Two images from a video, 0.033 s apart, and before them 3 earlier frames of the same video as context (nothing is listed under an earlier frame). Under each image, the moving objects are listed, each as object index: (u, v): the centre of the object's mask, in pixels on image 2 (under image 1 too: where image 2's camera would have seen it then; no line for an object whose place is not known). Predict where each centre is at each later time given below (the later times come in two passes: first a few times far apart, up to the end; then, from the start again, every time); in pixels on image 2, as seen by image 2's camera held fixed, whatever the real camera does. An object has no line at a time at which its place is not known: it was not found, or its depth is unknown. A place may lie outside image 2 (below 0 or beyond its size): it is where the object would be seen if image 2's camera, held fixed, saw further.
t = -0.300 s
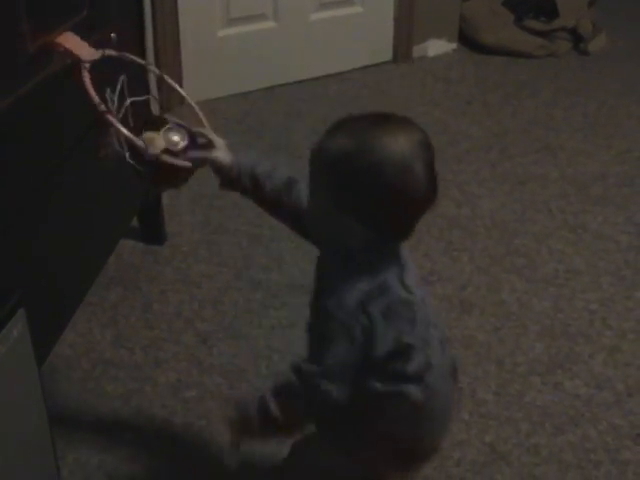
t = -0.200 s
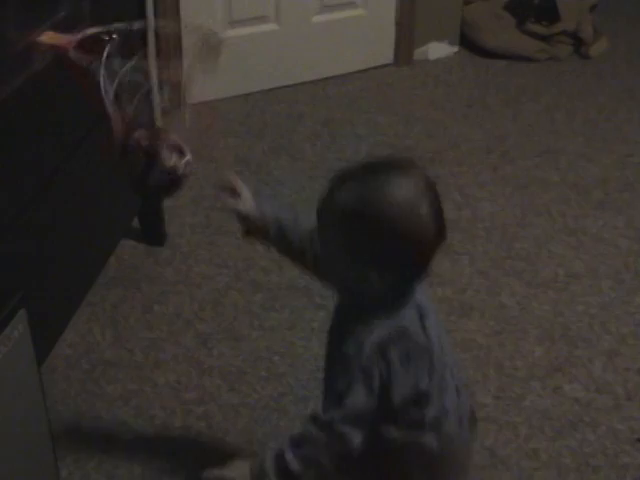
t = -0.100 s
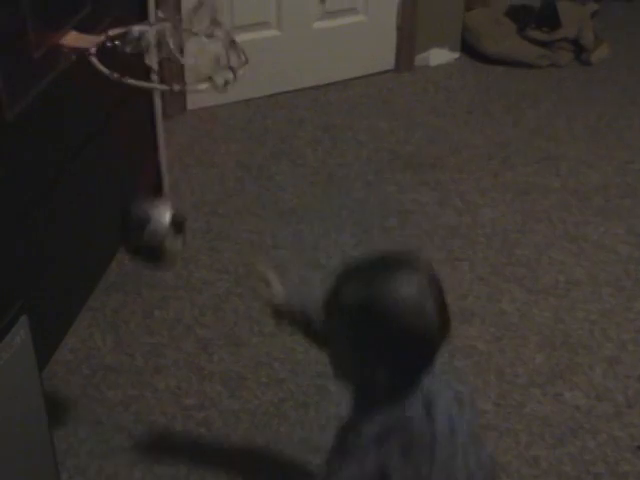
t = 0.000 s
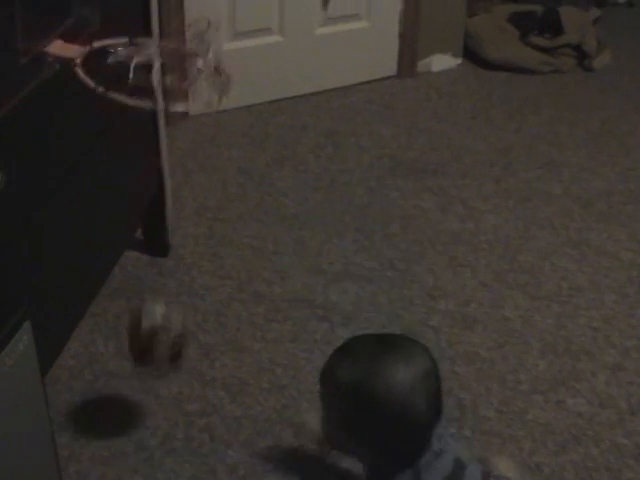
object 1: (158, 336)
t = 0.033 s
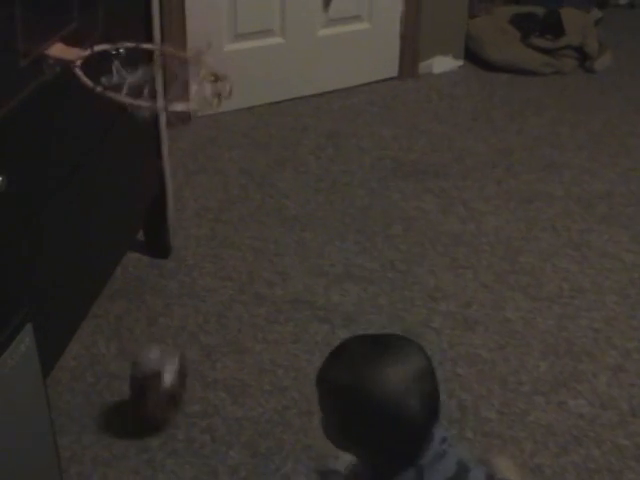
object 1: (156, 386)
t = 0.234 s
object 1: (121, 336)
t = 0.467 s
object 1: (95, 383)
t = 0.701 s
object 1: (87, 397)
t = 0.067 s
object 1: (155, 392)
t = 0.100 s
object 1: (147, 369)
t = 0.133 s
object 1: (140, 354)
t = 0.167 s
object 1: (133, 343)
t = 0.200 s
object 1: (127, 337)
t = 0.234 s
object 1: (121, 336)
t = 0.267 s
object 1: (115, 341)
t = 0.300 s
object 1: (110, 351)
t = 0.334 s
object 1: (106, 366)
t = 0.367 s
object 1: (110, 387)
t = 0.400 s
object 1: (101, 402)
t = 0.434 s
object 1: (97, 390)
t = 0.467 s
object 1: (95, 383)
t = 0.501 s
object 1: (93, 379)
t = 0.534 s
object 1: (92, 381)
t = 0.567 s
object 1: (91, 384)
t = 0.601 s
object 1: (92, 396)
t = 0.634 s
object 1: (89, 395)
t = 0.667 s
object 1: (88, 392)
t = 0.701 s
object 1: (87, 397)
